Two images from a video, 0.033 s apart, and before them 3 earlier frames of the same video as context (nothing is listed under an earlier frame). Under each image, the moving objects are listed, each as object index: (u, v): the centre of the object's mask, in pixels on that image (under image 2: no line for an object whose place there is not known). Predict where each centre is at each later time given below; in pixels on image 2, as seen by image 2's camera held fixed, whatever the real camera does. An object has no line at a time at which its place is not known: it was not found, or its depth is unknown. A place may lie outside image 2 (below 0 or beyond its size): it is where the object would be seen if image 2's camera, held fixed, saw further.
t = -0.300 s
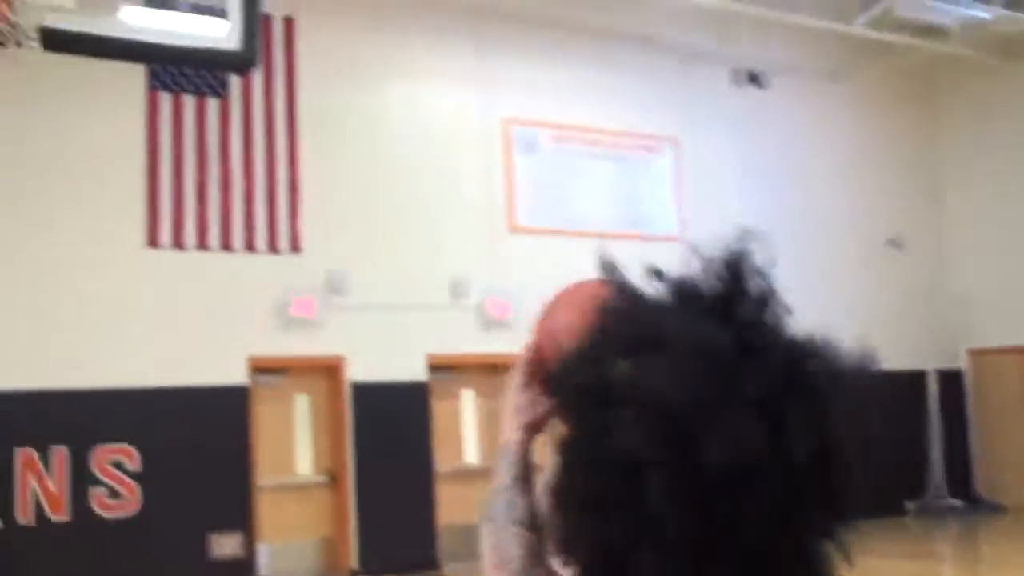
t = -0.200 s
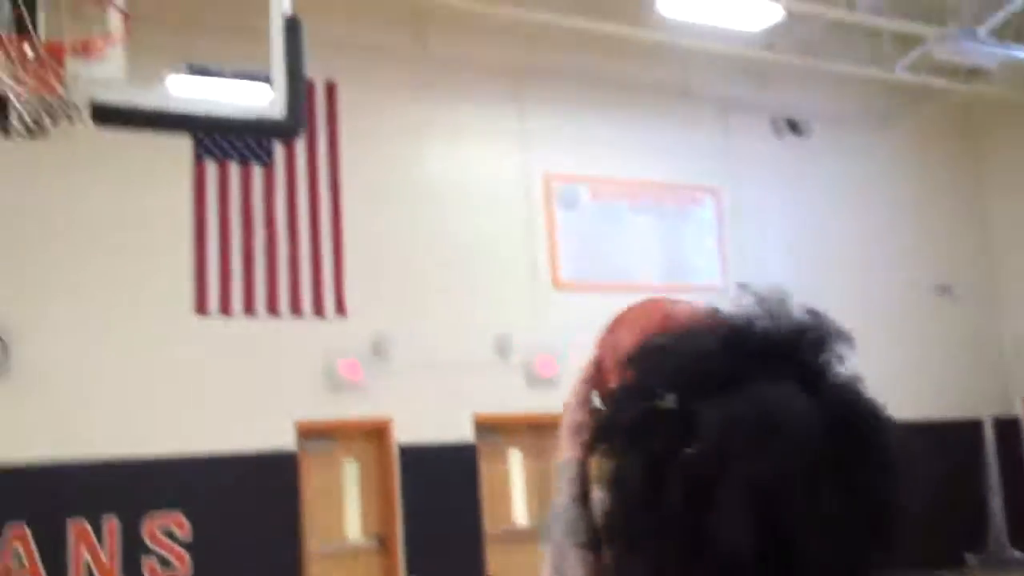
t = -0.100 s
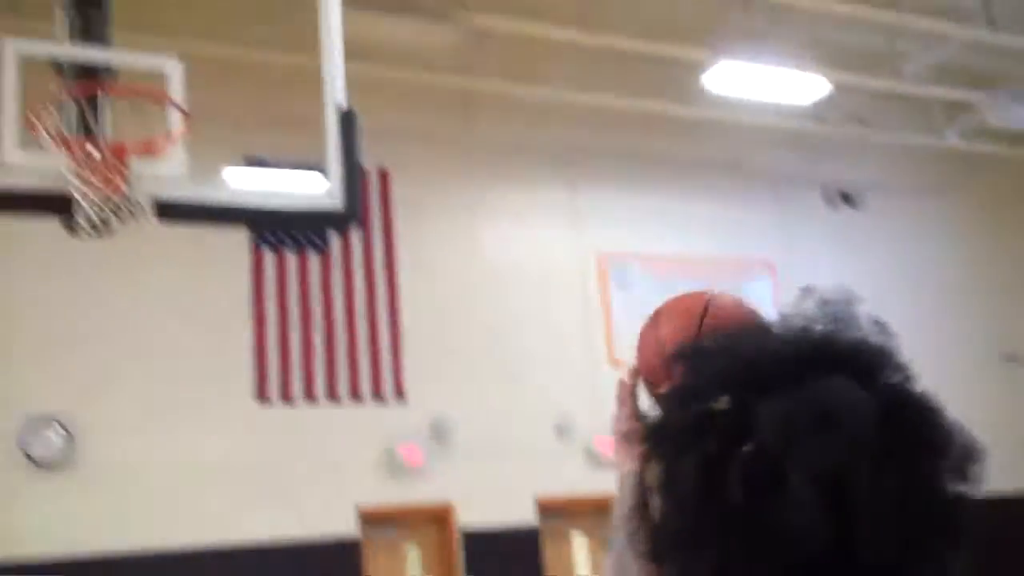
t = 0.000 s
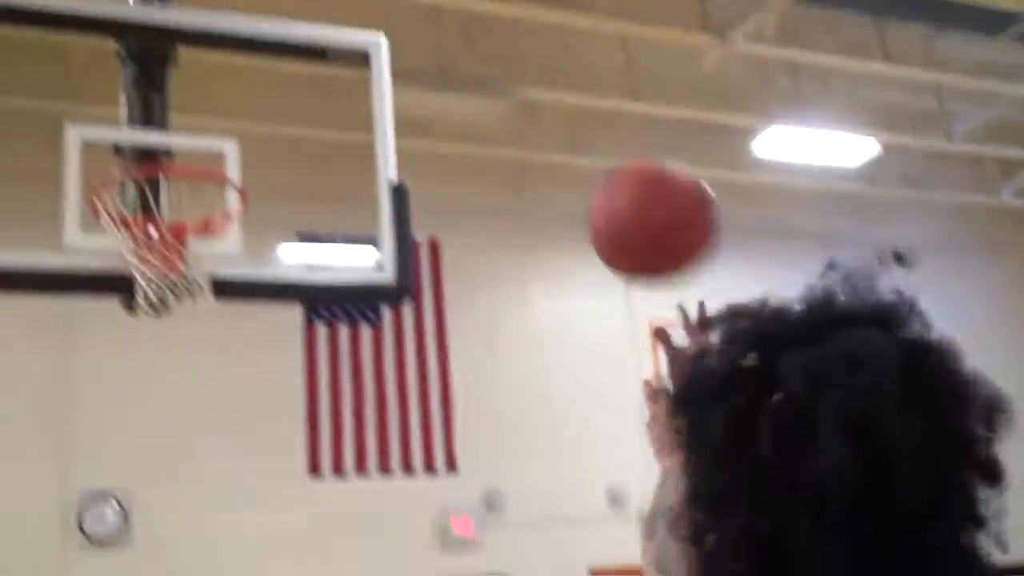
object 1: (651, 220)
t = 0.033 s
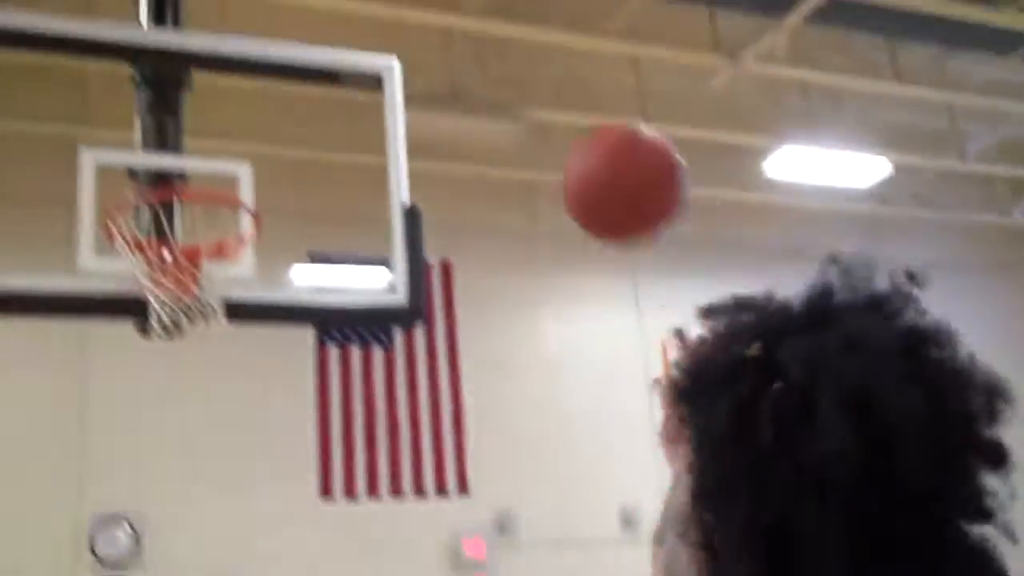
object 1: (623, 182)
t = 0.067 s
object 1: (585, 134)
